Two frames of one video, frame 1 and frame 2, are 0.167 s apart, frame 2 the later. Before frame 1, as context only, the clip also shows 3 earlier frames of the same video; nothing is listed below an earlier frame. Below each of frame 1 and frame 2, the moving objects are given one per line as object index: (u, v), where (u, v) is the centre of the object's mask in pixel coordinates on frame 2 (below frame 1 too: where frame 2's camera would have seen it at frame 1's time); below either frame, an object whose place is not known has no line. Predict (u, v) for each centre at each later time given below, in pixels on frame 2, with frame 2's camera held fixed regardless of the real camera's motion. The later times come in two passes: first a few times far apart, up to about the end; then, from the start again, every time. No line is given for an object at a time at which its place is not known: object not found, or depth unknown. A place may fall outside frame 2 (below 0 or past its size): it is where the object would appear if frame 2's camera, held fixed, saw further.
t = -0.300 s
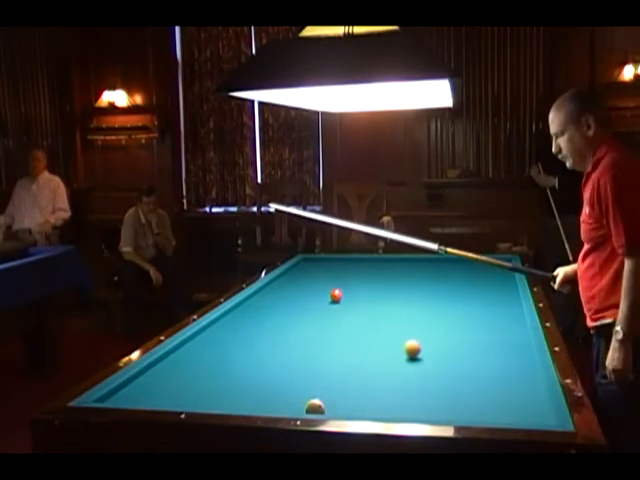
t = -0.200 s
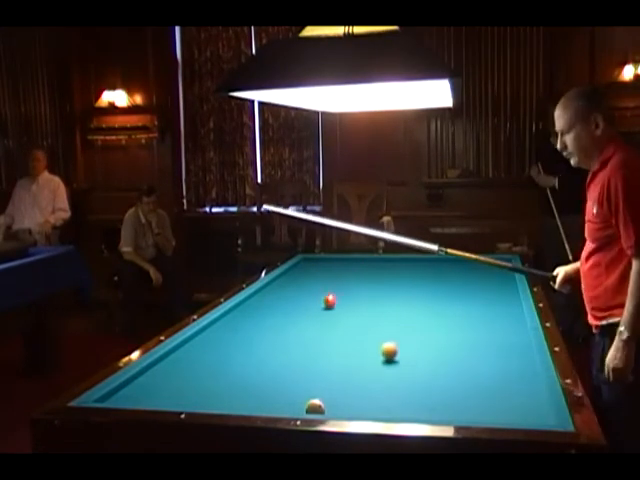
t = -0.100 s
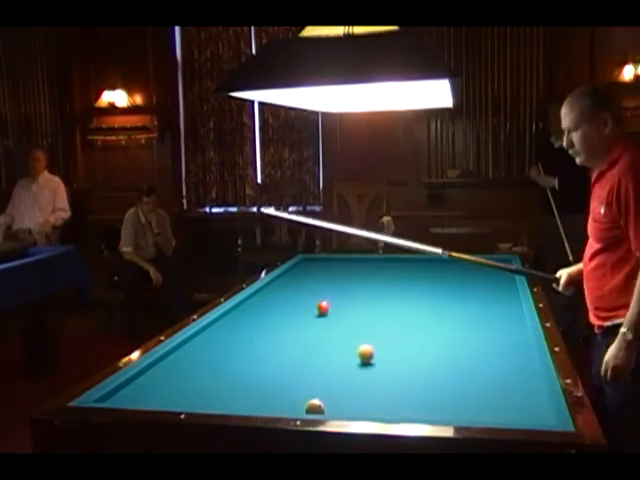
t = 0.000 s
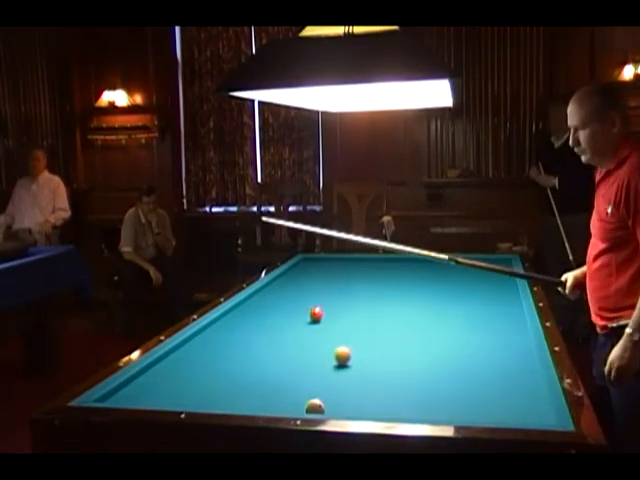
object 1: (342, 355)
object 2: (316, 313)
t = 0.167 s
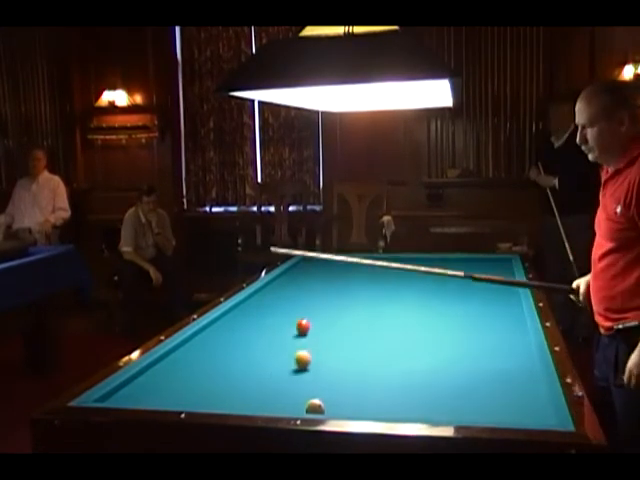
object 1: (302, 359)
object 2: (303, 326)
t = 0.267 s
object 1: (278, 361)
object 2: (294, 334)
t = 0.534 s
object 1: (213, 368)
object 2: (266, 360)
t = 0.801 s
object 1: (147, 374)
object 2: (232, 393)
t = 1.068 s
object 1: (165, 383)
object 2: (234, 390)
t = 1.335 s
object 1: (190, 391)
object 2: (252, 371)
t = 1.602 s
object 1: (217, 398)
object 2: (268, 354)
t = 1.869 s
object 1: (245, 404)
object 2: (281, 340)
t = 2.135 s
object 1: (278, 404)
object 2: (293, 328)
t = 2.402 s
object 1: (305, 400)
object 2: (303, 317)
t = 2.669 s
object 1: (333, 398)
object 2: (311, 308)
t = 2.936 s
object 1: (356, 393)
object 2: (319, 300)
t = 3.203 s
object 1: (377, 388)
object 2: (325, 293)
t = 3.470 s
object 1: (396, 384)
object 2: (330, 286)
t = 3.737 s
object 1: (414, 379)
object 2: (336, 280)
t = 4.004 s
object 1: (431, 376)
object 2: (341, 275)
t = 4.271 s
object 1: (447, 372)
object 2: (345, 270)
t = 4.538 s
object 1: (461, 369)
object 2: (349, 266)
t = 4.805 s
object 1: (474, 366)
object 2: (352, 262)
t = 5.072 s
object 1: (486, 364)
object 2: (356, 258)
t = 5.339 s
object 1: (497, 361)
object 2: (355, 258)
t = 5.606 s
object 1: (507, 359)
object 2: (353, 260)
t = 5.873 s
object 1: (516, 357)
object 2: (351, 262)
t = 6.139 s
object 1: (525, 355)
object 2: (349, 264)
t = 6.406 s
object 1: (523, 354)
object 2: (346, 266)
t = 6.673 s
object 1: (518, 353)
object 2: (344, 268)
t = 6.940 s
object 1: (515, 352)
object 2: (342, 270)
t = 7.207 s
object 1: (512, 352)
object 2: (340, 273)
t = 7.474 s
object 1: (510, 351)
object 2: (338, 274)
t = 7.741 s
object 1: (508, 351)
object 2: (336, 276)
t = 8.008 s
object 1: (508, 351)
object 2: (335, 278)
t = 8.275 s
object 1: (507, 351)
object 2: (333, 280)
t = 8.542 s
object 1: (507, 351)
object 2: (331, 281)
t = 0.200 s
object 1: (294, 360)
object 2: (299, 329)
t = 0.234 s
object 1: (286, 361)
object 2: (297, 331)
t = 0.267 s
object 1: (278, 361)
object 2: (294, 334)
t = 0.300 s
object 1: (270, 363)
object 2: (291, 337)
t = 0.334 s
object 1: (262, 364)
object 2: (288, 340)
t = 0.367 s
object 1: (254, 364)
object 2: (285, 343)
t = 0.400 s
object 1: (246, 365)
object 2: (281, 347)
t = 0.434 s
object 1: (237, 365)
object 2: (277, 350)
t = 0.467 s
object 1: (229, 366)
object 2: (274, 353)
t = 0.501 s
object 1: (221, 367)
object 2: (271, 357)
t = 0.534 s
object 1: (213, 368)
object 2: (266, 360)
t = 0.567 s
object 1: (205, 369)
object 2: (263, 364)
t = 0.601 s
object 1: (197, 369)
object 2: (259, 367)
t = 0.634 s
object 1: (188, 370)
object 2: (255, 371)
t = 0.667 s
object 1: (180, 371)
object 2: (250, 375)
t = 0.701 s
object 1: (172, 371)
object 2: (246, 379)
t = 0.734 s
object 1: (164, 372)
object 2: (242, 384)
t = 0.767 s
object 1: (155, 373)
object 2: (236, 388)
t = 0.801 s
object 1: (147, 374)
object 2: (232, 393)
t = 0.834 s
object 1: (141, 375)
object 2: (227, 397)
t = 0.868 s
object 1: (145, 376)
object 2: (222, 400)
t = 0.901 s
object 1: (149, 377)
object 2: (217, 402)
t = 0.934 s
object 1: (153, 378)
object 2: (220, 401)
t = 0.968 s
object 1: (156, 380)
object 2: (224, 399)
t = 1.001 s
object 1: (159, 381)
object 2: (227, 397)
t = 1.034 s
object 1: (162, 382)
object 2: (231, 394)
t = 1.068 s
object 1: (165, 383)
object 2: (234, 390)
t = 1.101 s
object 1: (168, 384)
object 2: (236, 387)
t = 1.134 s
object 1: (171, 385)
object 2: (239, 385)
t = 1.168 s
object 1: (174, 386)
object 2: (241, 382)
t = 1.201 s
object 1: (177, 387)
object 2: (243, 379)
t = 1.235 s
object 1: (180, 388)
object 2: (246, 377)
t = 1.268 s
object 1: (184, 389)
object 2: (248, 375)
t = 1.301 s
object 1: (187, 390)
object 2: (250, 373)
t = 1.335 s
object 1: (190, 391)
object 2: (252, 371)
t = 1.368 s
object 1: (193, 392)
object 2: (254, 368)
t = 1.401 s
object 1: (197, 393)
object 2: (257, 366)
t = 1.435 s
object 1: (200, 394)
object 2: (259, 364)
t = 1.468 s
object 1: (203, 395)
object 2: (260, 362)
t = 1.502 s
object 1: (207, 396)
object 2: (262, 360)
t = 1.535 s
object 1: (210, 397)
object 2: (264, 358)
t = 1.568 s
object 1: (213, 398)
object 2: (266, 356)
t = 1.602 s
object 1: (217, 398)
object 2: (268, 354)
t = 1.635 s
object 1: (220, 399)
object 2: (269, 352)
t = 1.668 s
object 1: (224, 400)
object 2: (271, 350)
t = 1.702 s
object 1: (227, 401)
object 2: (273, 348)
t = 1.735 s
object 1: (231, 401)
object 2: (275, 346)
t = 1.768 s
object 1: (234, 402)
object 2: (276, 345)
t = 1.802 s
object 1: (237, 403)
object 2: (278, 343)
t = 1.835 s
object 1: (241, 404)
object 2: (280, 341)
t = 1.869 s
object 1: (245, 404)
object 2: (281, 340)
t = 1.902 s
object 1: (250, 404)
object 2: (283, 338)
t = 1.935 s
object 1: (254, 404)
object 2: (284, 336)
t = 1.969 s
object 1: (258, 404)
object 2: (286, 335)
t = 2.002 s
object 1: (262, 404)
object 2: (287, 334)
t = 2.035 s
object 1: (266, 404)
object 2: (288, 332)
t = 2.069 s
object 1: (270, 404)
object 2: (290, 331)
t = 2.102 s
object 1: (274, 404)
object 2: (291, 329)
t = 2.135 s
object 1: (278, 404)
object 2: (293, 328)
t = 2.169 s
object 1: (282, 404)
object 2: (294, 326)
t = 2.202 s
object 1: (286, 404)
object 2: (295, 325)
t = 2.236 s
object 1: (289, 404)
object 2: (297, 324)
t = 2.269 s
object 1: (294, 404)
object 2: (298, 322)
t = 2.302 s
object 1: (297, 403)
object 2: (299, 321)
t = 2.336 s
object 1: (300, 403)
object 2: (300, 320)
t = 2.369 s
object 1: (303, 401)
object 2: (302, 318)
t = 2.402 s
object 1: (305, 400)
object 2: (303, 317)
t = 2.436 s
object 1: (309, 398)
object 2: (304, 316)
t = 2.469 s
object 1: (313, 397)
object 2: (305, 315)
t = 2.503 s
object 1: (319, 396)
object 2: (306, 314)
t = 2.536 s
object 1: (322, 397)
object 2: (307, 313)
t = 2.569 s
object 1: (326, 397)
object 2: (308, 311)
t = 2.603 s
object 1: (329, 398)
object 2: (309, 310)
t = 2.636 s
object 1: (331, 398)
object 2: (310, 309)
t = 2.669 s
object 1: (333, 398)
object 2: (311, 308)
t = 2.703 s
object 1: (337, 398)
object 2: (312, 307)
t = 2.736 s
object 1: (339, 398)
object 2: (313, 306)
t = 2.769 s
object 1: (342, 397)
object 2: (314, 305)
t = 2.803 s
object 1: (345, 396)
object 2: (315, 304)
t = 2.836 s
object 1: (348, 395)
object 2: (316, 302)
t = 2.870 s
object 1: (351, 395)
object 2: (317, 301)
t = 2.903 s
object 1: (354, 394)
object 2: (318, 300)
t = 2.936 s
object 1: (356, 393)
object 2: (319, 300)
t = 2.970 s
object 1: (358, 393)
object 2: (319, 299)
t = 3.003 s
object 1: (361, 392)
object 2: (320, 298)
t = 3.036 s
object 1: (364, 392)
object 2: (321, 297)
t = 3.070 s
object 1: (367, 391)
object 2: (322, 296)
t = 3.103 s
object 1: (369, 390)
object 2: (323, 295)
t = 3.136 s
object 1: (372, 390)
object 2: (323, 294)
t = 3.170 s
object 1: (374, 389)
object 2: (324, 293)
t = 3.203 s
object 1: (377, 388)
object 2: (325, 293)
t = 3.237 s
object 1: (379, 388)
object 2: (326, 292)
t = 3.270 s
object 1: (382, 387)
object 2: (326, 291)
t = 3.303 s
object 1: (384, 387)
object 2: (327, 290)
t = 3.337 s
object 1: (387, 386)
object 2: (328, 289)
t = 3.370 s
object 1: (389, 386)
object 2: (329, 289)
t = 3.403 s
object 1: (392, 385)
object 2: (329, 288)
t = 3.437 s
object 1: (394, 385)
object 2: (330, 287)
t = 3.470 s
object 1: (396, 384)
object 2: (330, 286)
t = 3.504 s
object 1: (399, 383)
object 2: (331, 285)
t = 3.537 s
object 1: (401, 383)
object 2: (332, 284)
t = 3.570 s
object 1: (403, 382)
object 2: (333, 284)
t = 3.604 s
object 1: (405, 382)
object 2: (333, 283)
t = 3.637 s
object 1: (407, 381)
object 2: (334, 282)
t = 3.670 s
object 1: (410, 381)
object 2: (335, 281)
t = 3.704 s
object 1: (412, 380)
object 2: (335, 281)
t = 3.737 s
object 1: (414, 379)
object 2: (336, 280)
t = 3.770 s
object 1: (417, 379)
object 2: (336, 280)
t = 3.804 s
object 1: (419, 379)
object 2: (337, 279)
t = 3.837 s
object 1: (421, 378)
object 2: (337, 278)
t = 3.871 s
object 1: (423, 378)
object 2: (338, 277)
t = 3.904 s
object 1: (425, 377)
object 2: (339, 277)
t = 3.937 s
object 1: (427, 377)
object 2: (340, 276)
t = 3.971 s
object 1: (429, 376)
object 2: (340, 276)
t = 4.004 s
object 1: (431, 376)
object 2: (341, 275)
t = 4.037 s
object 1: (433, 375)
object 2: (341, 274)
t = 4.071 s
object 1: (435, 375)
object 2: (342, 274)
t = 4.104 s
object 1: (437, 374)
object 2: (342, 273)
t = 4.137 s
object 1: (439, 374)
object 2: (343, 273)
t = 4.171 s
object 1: (441, 374)
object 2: (344, 272)
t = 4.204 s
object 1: (443, 373)
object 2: (344, 271)
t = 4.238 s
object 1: (445, 373)
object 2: (344, 271)
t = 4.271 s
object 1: (447, 372)
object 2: (345, 270)
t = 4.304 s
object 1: (448, 372)
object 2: (346, 270)
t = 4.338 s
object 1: (450, 371)
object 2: (346, 269)
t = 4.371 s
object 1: (452, 371)
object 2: (347, 268)
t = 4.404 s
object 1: (454, 371)
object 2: (347, 268)
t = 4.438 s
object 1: (456, 370)
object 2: (348, 267)
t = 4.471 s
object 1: (457, 370)
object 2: (348, 266)
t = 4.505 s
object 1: (459, 369)
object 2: (348, 266)
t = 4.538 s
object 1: (461, 369)
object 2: (349, 266)
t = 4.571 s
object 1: (463, 369)
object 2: (350, 265)
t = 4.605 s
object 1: (464, 368)
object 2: (350, 264)
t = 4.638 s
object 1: (466, 368)
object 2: (350, 264)
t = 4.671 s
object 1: (467, 368)
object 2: (351, 263)
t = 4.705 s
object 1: (469, 367)
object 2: (351, 263)
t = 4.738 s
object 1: (471, 367)
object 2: (352, 262)
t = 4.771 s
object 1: (472, 367)
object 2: (352, 262)
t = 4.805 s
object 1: (474, 366)
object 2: (352, 262)
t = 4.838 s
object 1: (475, 366)
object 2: (353, 261)
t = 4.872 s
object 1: (477, 365)
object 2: (353, 261)
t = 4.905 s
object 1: (479, 365)
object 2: (354, 261)
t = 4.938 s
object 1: (480, 365)
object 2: (355, 259)
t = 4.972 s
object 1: (482, 365)
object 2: (355, 260)
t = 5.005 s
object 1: (483, 364)
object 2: (355, 259)
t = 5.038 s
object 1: (484, 364)
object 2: (355, 259)
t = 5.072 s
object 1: (486, 364)
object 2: (356, 258)
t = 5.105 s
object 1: (488, 363)
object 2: (356, 258)
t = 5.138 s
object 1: (489, 363)
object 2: (357, 258)
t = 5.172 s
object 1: (490, 363)
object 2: (357, 258)
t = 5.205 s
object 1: (492, 362)
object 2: (356, 258)
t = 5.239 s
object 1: (493, 362)
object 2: (356, 258)
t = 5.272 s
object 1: (494, 362)
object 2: (356, 258)
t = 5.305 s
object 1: (496, 361)
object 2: (356, 259)
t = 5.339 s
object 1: (497, 361)
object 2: (355, 258)
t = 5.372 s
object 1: (498, 361)
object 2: (355, 259)
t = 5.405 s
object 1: (500, 361)
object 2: (355, 259)
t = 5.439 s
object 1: (501, 360)
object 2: (355, 259)
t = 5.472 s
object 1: (502, 360)
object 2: (355, 259)
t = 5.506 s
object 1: (504, 360)
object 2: (354, 259)
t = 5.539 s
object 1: (505, 359)
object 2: (354, 259)
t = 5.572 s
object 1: (506, 359)
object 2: (354, 259)
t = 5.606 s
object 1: (507, 359)
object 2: (353, 260)
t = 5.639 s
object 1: (508, 359)
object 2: (352, 261)
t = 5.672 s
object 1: (510, 358)
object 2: (352, 261)
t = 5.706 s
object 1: (510, 358)
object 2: (352, 261)
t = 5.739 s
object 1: (512, 358)
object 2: (352, 261)
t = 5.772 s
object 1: (513, 358)
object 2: (351, 262)
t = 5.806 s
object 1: (514, 358)
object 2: (351, 262)
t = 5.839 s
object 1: (515, 357)
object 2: (351, 262)
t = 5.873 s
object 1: (516, 357)
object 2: (351, 262)
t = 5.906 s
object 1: (517, 357)
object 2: (350, 263)
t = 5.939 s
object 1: (518, 357)
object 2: (350, 263)
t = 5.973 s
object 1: (519, 357)
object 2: (350, 263)
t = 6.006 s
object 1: (521, 356)
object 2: (349, 263)
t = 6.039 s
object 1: (521, 356)
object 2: (349, 263)
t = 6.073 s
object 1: (522, 356)
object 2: (349, 264)
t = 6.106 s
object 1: (524, 356)
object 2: (349, 264)
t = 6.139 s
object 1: (525, 355)
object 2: (349, 264)
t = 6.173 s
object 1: (526, 355)
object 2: (348, 265)
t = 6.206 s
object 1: (526, 355)
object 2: (348, 265)
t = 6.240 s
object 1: (526, 355)
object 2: (347, 265)
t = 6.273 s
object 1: (525, 355)
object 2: (347, 265)
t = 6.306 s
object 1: (525, 354)
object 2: (347, 266)
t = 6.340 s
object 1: (524, 354)
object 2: (347, 266)
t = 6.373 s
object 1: (524, 354)
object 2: (347, 266)
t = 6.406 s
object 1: (523, 354)
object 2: (346, 266)
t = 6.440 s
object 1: (522, 354)
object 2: (346, 267)
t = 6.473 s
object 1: (522, 354)
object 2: (346, 267)
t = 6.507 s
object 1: (521, 354)
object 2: (346, 267)
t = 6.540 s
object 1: (521, 354)
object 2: (345, 267)
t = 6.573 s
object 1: (520, 353)
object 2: (345, 268)
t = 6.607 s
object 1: (520, 353)
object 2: (345, 268)
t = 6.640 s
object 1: (519, 353)
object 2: (344, 268)
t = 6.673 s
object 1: (518, 353)
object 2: (344, 268)
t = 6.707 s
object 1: (518, 353)
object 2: (344, 269)
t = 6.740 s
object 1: (518, 353)
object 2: (344, 269)
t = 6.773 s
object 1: (517, 353)
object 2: (343, 270)
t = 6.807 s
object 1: (516, 353)
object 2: (343, 270)
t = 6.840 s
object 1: (516, 353)
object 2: (343, 270)
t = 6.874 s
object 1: (516, 353)
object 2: (343, 270)
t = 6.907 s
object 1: (515, 353)
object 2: (342, 270)
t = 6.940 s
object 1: (515, 352)
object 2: (342, 270)
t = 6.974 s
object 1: (514, 352)
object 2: (342, 271)
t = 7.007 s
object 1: (514, 352)
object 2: (342, 271)
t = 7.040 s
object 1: (514, 352)
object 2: (342, 271)
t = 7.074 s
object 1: (514, 352)
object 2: (341, 271)
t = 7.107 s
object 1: (513, 352)
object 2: (341, 272)
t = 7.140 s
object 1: (513, 352)
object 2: (341, 272)
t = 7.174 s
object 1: (513, 352)
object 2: (341, 272)
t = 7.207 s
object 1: (512, 352)
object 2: (340, 273)
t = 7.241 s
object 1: (512, 352)
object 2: (340, 273)
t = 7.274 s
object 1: (511, 352)
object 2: (339, 273)
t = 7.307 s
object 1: (511, 352)
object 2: (339, 273)
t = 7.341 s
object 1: (511, 352)
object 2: (339, 274)
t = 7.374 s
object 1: (511, 352)
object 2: (339, 274)
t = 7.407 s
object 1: (510, 351)
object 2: (338, 274)
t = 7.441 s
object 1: (510, 352)
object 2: (338, 274)
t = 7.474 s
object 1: (510, 351)
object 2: (338, 274)
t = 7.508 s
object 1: (510, 352)
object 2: (338, 274)
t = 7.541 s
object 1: (510, 351)
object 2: (338, 275)
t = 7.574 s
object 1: (509, 351)
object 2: (338, 275)
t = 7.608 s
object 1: (509, 351)
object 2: (337, 275)
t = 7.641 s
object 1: (509, 351)
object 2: (337, 275)
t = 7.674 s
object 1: (508, 351)
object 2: (337, 276)
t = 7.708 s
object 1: (508, 351)
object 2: (337, 276)
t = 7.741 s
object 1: (508, 351)
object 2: (336, 276)
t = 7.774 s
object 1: (508, 351)
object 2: (336, 276)
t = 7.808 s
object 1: (508, 351)
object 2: (336, 277)
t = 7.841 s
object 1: (508, 351)
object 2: (336, 277)
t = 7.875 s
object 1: (508, 351)
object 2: (336, 277)
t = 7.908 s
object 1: (508, 351)
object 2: (336, 277)
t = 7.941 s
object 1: (508, 351)
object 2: (335, 277)
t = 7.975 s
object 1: (508, 351)
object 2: (335, 278)
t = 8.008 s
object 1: (508, 351)
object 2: (335, 278)
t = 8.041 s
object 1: (507, 351)
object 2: (334, 278)
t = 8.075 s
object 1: (507, 351)
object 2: (334, 278)
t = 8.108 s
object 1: (507, 351)
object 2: (334, 278)
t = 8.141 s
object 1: (507, 351)
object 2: (334, 279)
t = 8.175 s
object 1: (507, 351)
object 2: (333, 279)
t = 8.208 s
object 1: (507, 351)
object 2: (333, 279)
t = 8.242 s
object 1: (507, 351)
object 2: (333, 279)
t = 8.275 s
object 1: (507, 351)
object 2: (333, 280)
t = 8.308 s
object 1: (507, 351)
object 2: (333, 280)
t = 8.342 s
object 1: (507, 351)
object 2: (332, 280)
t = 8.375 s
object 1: (507, 351)
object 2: (332, 280)
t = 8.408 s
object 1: (507, 351)
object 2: (332, 281)
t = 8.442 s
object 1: (507, 351)
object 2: (332, 281)
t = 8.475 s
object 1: (507, 351)
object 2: (331, 281)
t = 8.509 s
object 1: (507, 351)
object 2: (331, 281)
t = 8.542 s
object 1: (507, 351)
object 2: (331, 281)
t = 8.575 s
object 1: (507, 351)
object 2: (330, 282)
